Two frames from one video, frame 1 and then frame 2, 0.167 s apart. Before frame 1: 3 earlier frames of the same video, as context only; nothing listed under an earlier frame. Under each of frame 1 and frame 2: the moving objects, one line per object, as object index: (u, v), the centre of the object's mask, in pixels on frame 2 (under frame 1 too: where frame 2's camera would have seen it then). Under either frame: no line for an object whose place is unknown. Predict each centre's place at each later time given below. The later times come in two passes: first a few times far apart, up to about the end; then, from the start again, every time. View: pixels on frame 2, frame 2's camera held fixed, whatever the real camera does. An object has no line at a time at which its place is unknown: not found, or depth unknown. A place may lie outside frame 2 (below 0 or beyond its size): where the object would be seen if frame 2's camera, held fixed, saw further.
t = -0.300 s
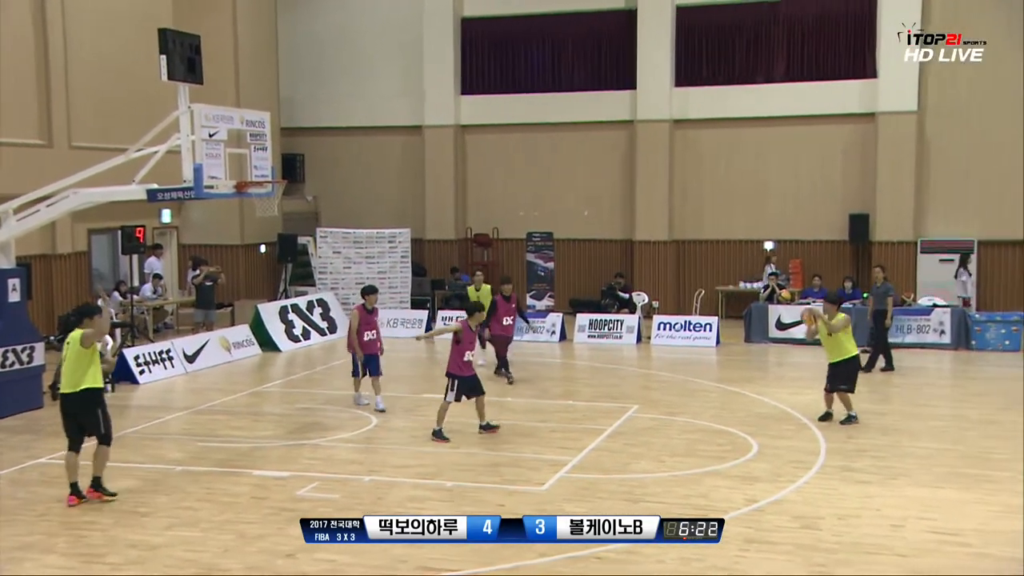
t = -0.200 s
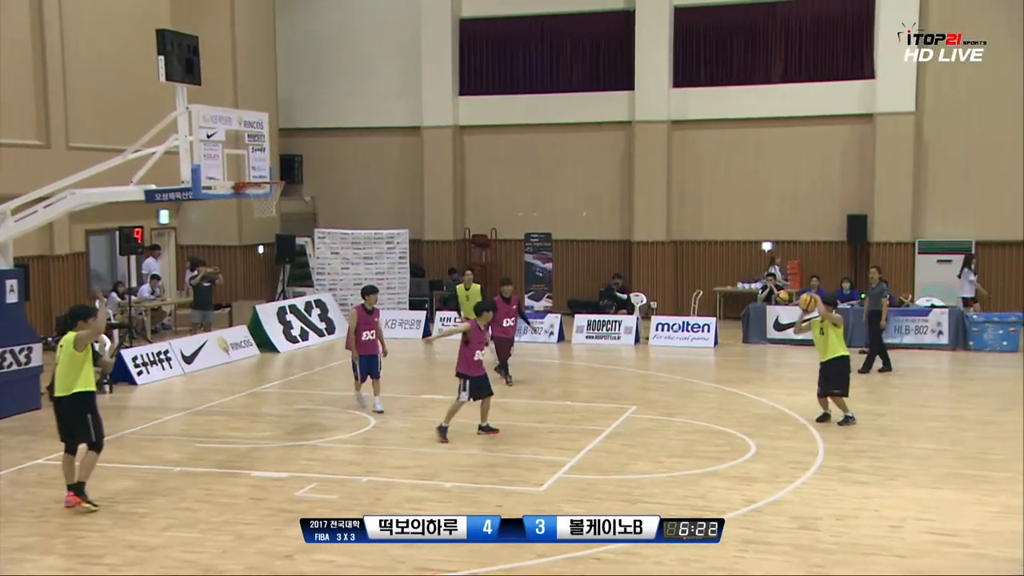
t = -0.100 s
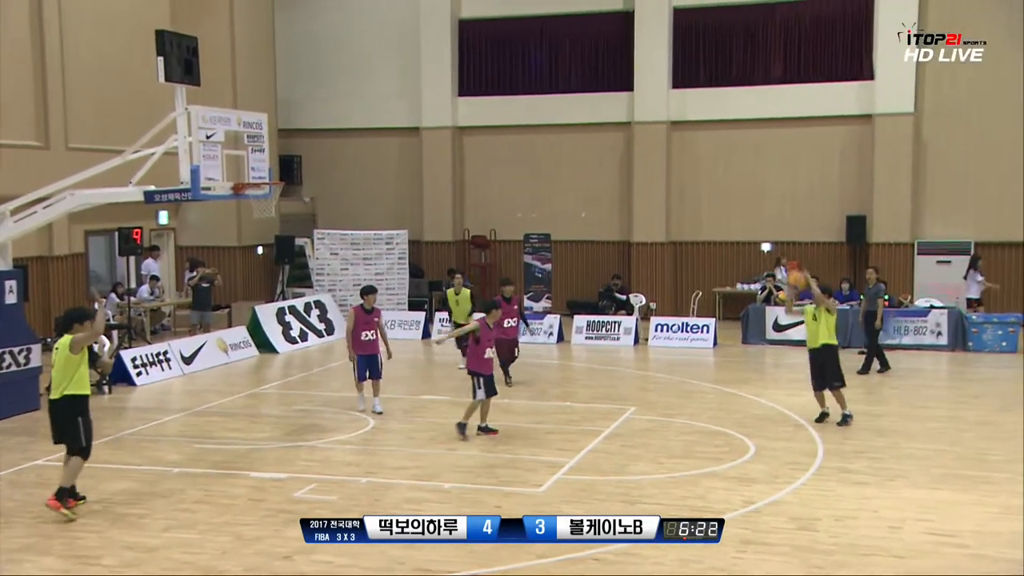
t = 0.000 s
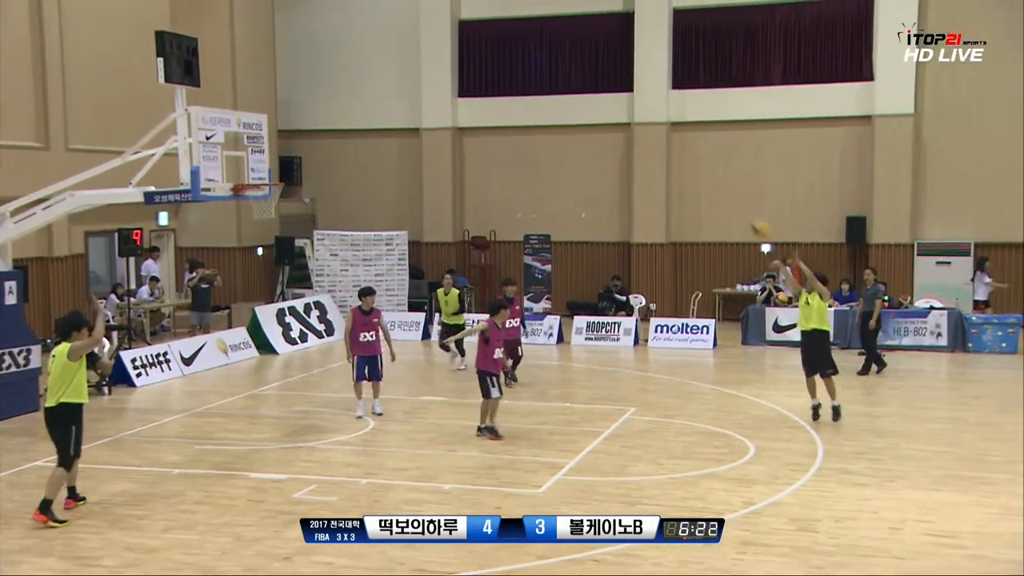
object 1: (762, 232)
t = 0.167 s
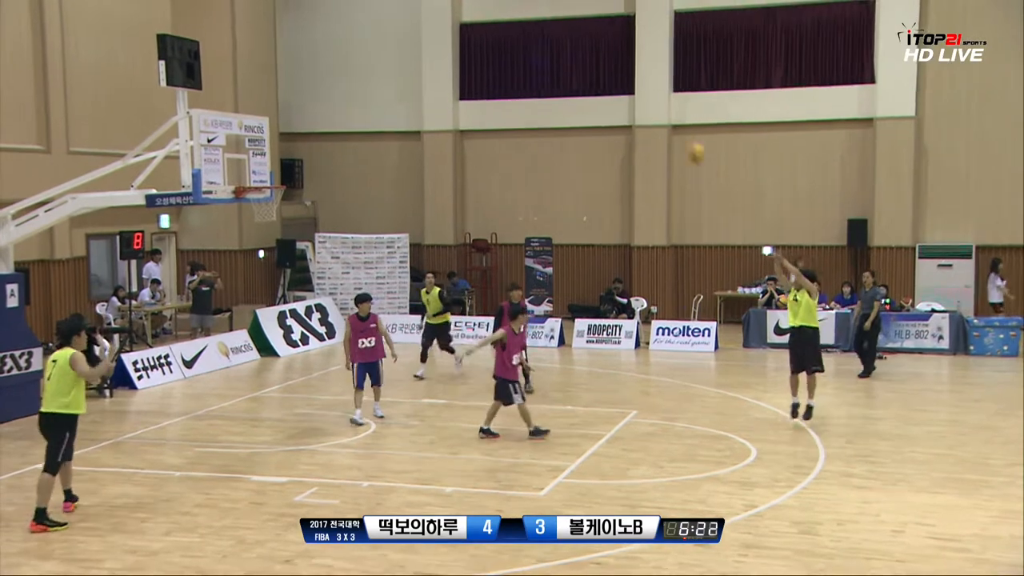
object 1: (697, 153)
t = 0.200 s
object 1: (682, 139)
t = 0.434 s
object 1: (594, 74)
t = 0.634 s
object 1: (519, 53)
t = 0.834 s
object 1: (447, 63)
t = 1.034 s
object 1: (376, 105)
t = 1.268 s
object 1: (295, 185)
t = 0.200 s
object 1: (682, 139)
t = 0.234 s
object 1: (670, 127)
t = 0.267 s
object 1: (657, 117)
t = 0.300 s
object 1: (644, 106)
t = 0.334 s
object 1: (631, 97)
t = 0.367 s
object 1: (619, 88)
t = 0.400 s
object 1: (606, 81)
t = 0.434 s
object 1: (594, 74)
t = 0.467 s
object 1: (581, 69)
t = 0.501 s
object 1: (569, 64)
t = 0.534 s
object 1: (556, 60)
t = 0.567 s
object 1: (544, 57)
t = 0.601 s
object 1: (531, 55)
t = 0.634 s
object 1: (519, 53)
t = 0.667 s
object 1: (507, 53)
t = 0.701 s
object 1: (495, 53)
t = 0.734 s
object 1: (483, 54)
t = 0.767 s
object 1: (471, 57)
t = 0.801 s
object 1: (459, 59)
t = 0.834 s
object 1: (447, 63)
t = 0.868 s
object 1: (436, 67)
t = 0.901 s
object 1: (424, 74)
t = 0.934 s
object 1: (412, 80)
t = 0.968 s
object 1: (400, 87)
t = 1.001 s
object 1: (388, 95)
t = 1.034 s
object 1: (376, 105)
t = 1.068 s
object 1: (364, 114)
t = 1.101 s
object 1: (352, 124)
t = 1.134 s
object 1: (341, 135)
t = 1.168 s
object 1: (330, 145)
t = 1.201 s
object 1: (318, 158)
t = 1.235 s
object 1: (306, 172)
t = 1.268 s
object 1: (295, 185)
